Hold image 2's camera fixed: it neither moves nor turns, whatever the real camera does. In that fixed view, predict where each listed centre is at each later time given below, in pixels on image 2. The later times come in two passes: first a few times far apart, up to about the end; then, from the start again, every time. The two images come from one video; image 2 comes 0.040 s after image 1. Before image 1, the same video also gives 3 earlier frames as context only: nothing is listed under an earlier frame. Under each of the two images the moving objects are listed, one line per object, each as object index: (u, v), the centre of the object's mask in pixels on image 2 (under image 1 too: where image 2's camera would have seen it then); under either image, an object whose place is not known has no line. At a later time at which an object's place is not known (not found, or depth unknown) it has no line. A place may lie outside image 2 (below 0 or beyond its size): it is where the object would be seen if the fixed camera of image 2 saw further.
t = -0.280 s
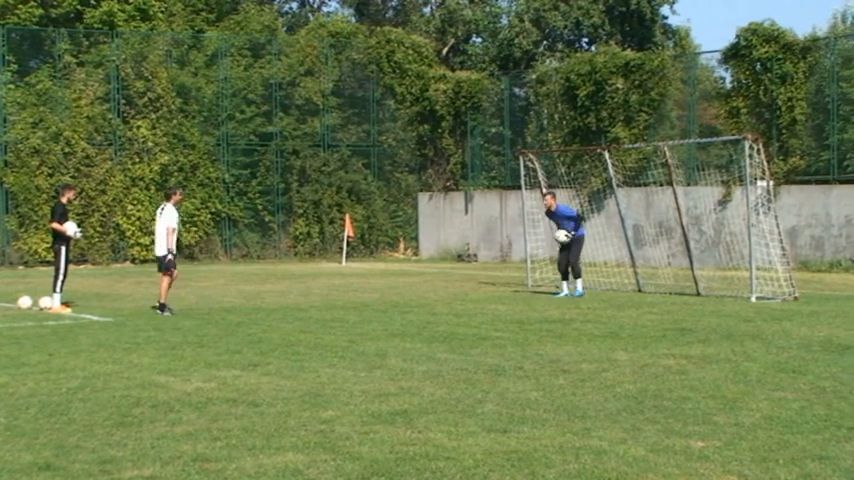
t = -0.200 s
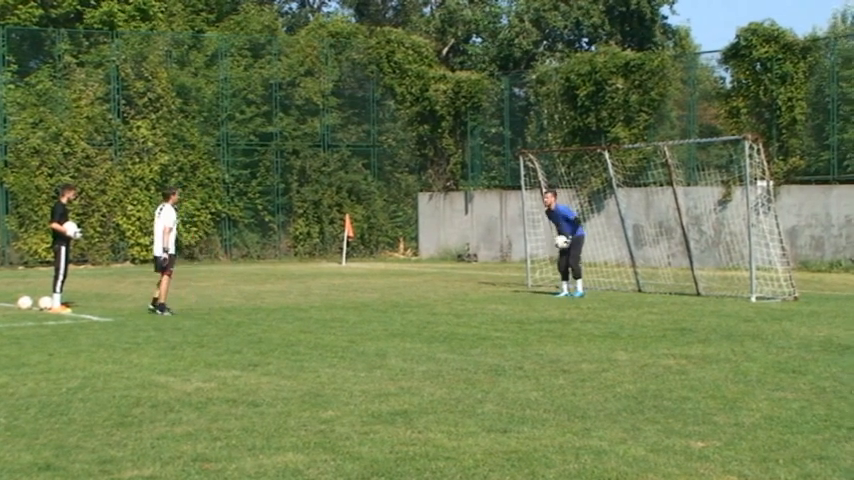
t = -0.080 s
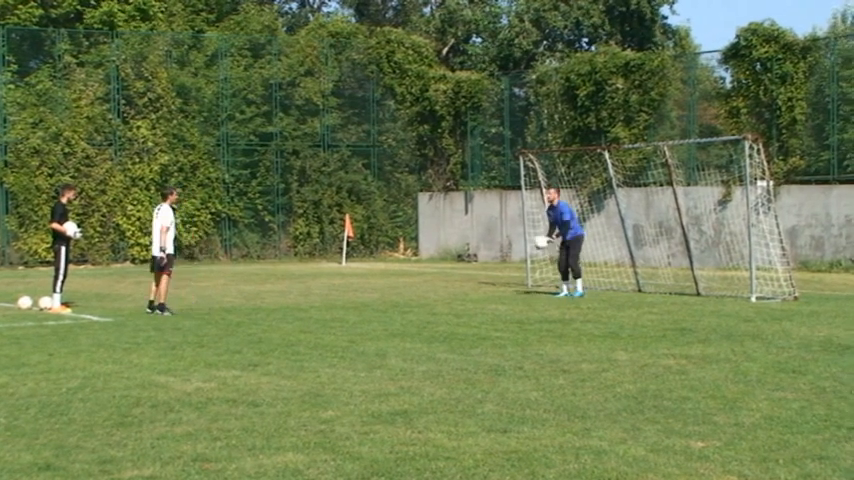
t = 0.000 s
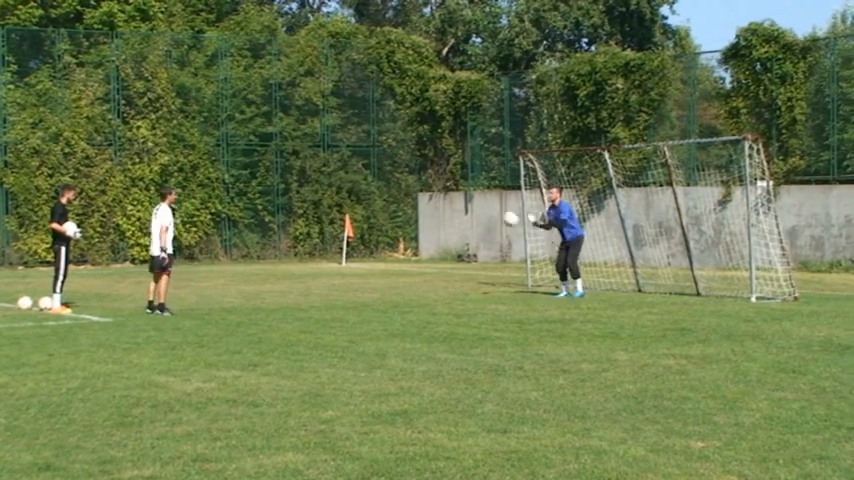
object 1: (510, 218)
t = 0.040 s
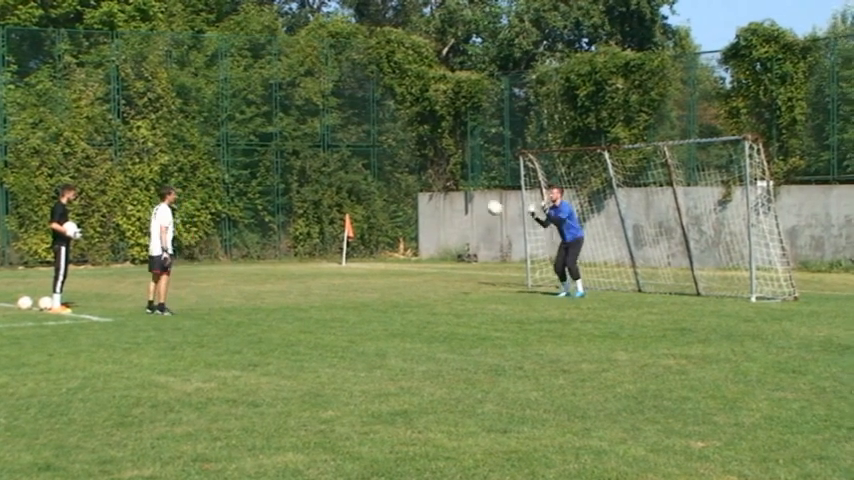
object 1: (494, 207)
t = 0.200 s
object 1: (429, 173)
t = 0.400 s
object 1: (344, 151)
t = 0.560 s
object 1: (274, 153)
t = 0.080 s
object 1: (478, 197)
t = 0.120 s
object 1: (462, 187)
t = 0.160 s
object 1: (445, 180)
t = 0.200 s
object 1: (429, 173)
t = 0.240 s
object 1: (412, 166)
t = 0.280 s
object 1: (396, 161)
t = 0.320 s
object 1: (379, 156)
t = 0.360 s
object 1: (361, 153)
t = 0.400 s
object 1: (344, 151)
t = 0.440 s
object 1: (327, 150)
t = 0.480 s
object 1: (309, 150)
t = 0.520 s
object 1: (292, 151)
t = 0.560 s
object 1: (274, 153)
